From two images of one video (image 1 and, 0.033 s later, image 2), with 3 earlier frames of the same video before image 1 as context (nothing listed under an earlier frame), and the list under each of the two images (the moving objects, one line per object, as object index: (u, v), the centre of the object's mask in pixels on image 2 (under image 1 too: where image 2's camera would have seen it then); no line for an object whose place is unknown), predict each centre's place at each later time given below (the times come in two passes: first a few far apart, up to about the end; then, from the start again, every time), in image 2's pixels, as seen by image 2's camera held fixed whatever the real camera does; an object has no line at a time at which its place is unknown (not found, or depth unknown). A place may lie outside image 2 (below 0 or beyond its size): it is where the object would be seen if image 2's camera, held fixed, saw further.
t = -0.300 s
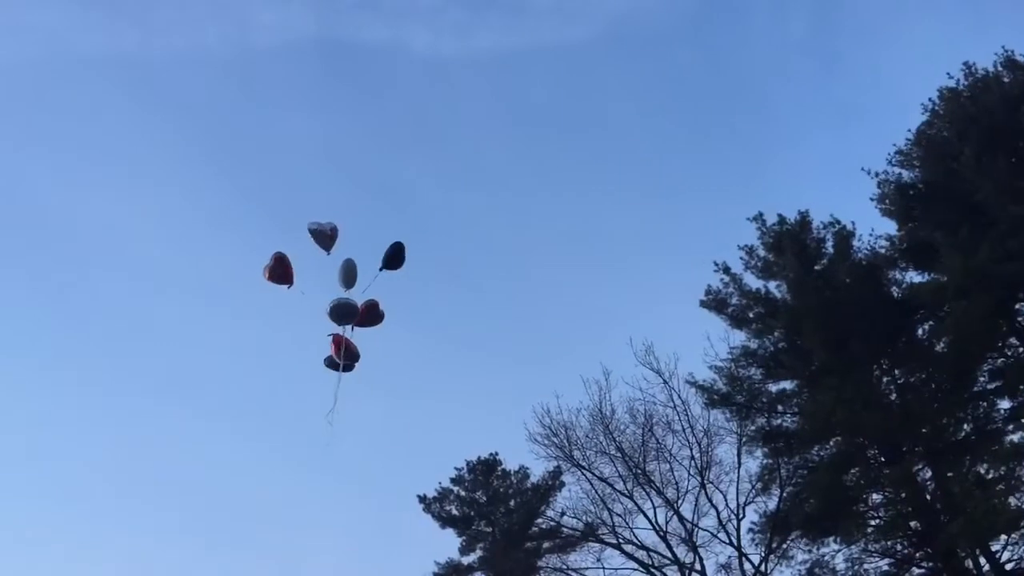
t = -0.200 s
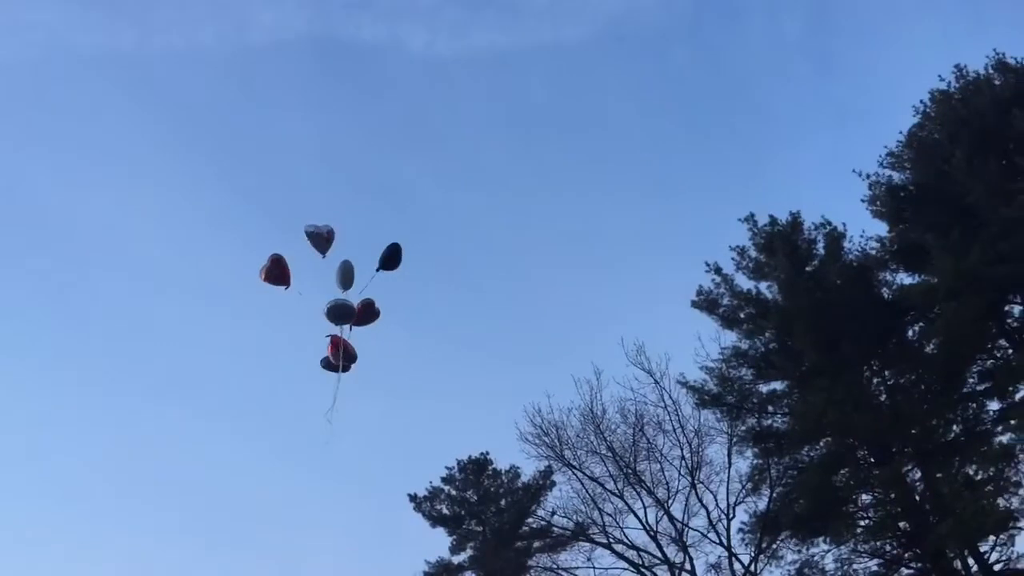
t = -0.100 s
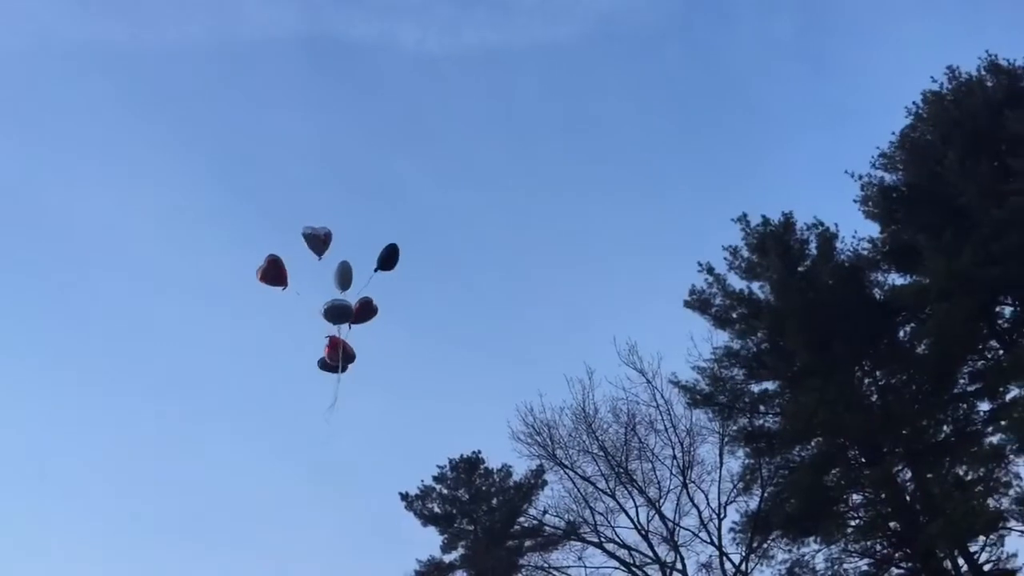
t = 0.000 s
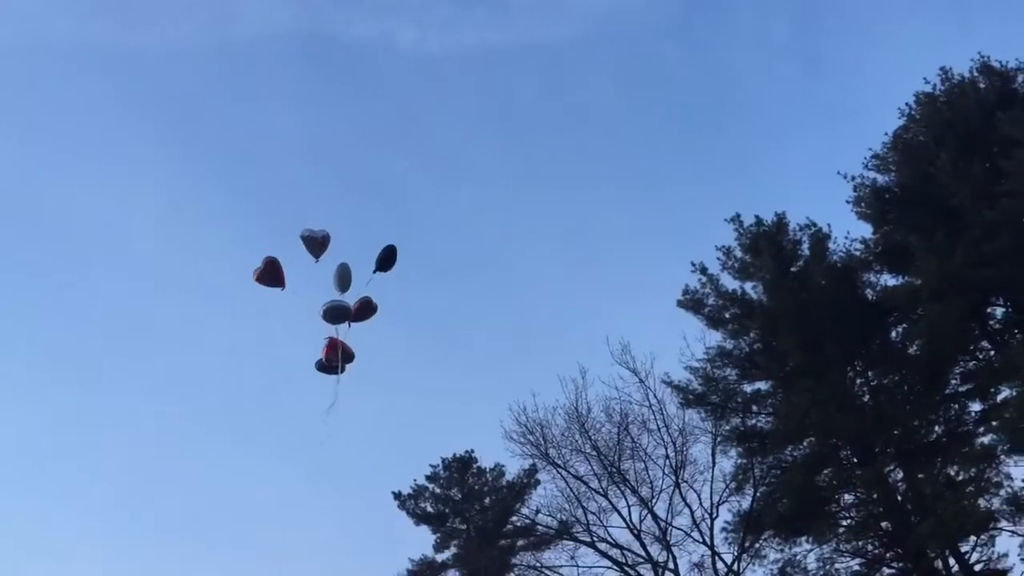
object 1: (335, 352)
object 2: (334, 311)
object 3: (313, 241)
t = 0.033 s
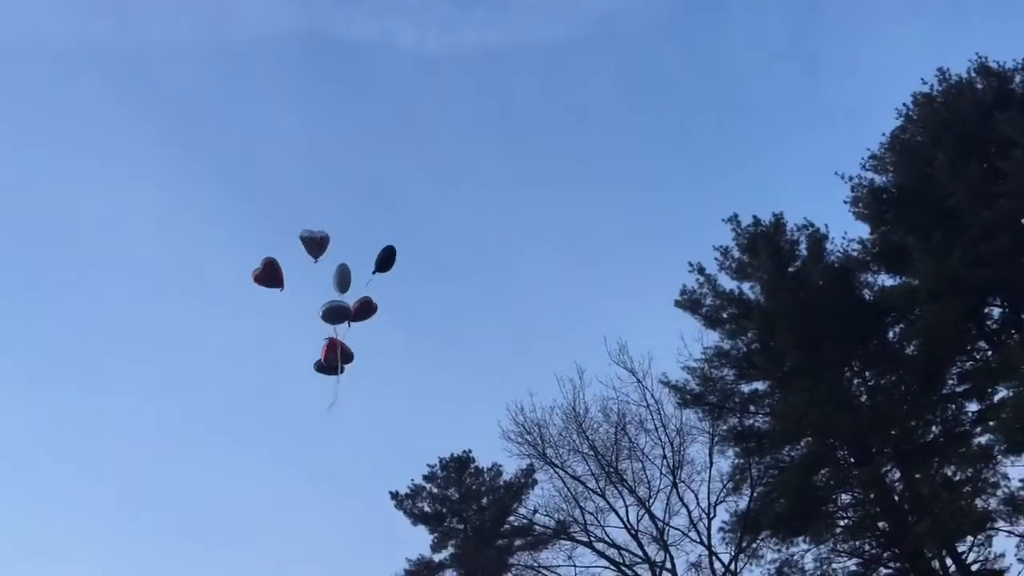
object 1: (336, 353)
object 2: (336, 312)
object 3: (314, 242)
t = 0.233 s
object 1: (344, 358)
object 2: (346, 315)
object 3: (323, 248)
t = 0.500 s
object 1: (353, 364)
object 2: (358, 319)
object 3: (337, 254)
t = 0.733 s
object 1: (361, 371)
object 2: (369, 323)
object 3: (350, 260)
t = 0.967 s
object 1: (368, 377)
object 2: (380, 329)
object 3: (366, 266)
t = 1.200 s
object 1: (376, 383)
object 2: (392, 337)
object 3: (382, 274)
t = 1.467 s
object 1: (391, 383)
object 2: (407, 352)
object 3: (400, 283)
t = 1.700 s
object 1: (405, 384)
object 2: (421, 365)
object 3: (414, 288)
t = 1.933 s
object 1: (435, 386)
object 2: (434, 373)
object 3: (428, 292)
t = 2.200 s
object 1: (459, 388)
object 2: (448, 378)
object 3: (443, 296)
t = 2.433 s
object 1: (476, 388)
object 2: (460, 376)
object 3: (455, 296)
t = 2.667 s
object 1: (491, 385)
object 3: (465, 296)
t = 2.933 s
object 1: (505, 377)
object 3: (479, 298)
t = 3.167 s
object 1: (513, 372)
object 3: (491, 300)
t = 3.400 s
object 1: (519, 368)
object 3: (501, 300)
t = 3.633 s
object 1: (528, 363)
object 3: (511, 301)
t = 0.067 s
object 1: (338, 353)
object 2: (337, 313)
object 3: (316, 244)
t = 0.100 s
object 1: (339, 354)
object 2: (339, 313)
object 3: (318, 244)
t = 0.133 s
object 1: (340, 355)
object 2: (340, 313)
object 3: (319, 245)
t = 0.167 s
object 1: (342, 356)
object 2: (342, 314)
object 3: (320, 246)
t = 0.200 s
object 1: (343, 357)
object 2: (344, 314)
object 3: (322, 247)
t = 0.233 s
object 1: (344, 358)
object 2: (346, 315)
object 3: (323, 248)
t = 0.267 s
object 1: (345, 358)
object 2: (347, 315)
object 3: (325, 249)
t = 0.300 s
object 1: (347, 359)
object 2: (349, 316)
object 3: (327, 249)
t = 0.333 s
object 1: (348, 360)
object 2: (351, 316)
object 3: (328, 250)
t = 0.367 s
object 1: (349, 361)
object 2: (352, 317)
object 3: (330, 251)
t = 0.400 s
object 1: (350, 362)
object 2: (354, 317)
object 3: (332, 251)
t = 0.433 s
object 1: (351, 362)
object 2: (355, 318)
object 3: (333, 252)
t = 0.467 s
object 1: (352, 363)
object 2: (357, 318)
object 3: (335, 253)
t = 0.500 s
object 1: (353, 364)
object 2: (358, 319)
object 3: (337, 254)
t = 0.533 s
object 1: (355, 365)
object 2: (360, 320)
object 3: (338, 254)
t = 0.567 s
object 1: (356, 366)
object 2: (361, 320)
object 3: (340, 255)
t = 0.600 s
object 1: (357, 367)
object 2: (363, 321)
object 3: (342, 256)
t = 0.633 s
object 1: (358, 368)
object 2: (364, 322)
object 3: (344, 257)
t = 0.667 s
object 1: (359, 369)
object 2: (366, 322)
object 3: (346, 258)
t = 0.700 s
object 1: (360, 370)
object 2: (367, 323)
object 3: (349, 259)
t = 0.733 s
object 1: (361, 371)
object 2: (369, 323)
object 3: (350, 260)
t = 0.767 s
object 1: (362, 372)
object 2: (370, 324)
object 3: (353, 261)
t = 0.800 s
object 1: (363, 373)
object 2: (372, 325)
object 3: (355, 262)
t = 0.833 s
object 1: (364, 374)
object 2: (373, 326)
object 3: (357, 263)
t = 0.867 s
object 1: (364, 375)
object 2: (375, 326)
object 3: (359, 264)
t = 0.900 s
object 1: (365, 376)
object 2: (376, 327)
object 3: (362, 264)
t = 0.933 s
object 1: (367, 377)
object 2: (378, 328)
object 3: (364, 265)
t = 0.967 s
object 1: (368, 377)
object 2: (380, 329)
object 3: (366, 266)
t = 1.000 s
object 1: (367, 380)
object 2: (381, 330)
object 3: (368, 268)
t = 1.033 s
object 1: (371, 380)
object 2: (383, 331)
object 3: (371, 269)
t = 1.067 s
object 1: (372, 380)
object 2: (385, 332)
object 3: (373, 270)
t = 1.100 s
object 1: (372, 381)
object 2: (386, 333)
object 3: (375, 271)
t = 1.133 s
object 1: (373, 382)
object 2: (388, 334)
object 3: (378, 272)
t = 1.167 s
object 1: (375, 382)
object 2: (390, 336)
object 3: (380, 273)
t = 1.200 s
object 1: (376, 383)
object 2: (392, 337)
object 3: (382, 274)
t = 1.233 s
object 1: (378, 383)
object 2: (393, 339)
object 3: (385, 275)
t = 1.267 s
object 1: (380, 383)
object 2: (395, 340)
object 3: (387, 276)
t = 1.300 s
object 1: (381, 384)
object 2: (397, 342)
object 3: (389, 277)
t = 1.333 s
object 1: (383, 384)
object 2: (399, 344)
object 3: (391, 279)
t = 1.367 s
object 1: (385, 384)
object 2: (401, 346)
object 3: (394, 280)
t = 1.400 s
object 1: (387, 383)
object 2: (403, 348)
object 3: (396, 281)
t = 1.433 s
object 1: (389, 383)
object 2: (405, 350)
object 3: (398, 282)
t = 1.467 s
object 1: (391, 383)
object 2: (407, 352)
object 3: (400, 283)
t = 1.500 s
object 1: (393, 383)
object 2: (409, 354)
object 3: (402, 284)
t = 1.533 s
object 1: (395, 383)
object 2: (411, 356)
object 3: (404, 284)
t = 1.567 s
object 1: (398, 383)
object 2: (413, 359)
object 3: (406, 285)
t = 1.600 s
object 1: (400, 383)
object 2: (415, 360)
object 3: (408, 286)
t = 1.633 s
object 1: (402, 383)
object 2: (417, 362)
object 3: (410, 287)
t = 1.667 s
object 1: (404, 384)
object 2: (419, 364)
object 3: (412, 288)
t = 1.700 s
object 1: (405, 384)
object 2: (421, 365)
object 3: (414, 288)
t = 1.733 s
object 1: (408, 384)
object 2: (423, 366)
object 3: (416, 288)
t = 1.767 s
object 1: (410, 385)
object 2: (425, 367)
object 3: (418, 289)
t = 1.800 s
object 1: (412, 385)
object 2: (427, 368)
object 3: (420, 290)
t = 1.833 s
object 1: (414, 386)
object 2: (429, 370)
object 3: (422, 290)
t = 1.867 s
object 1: (416, 386)
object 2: (431, 371)
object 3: (424, 291)
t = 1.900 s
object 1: (417, 387)
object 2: (433, 372)
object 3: (426, 291)
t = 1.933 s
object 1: (435, 386)
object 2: (434, 373)
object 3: (428, 292)
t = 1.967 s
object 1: (438, 386)
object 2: (436, 374)
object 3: (430, 292)
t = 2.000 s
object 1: (440, 386)
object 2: (438, 375)
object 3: (432, 293)
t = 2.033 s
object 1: (443, 387)
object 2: (440, 376)
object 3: (434, 294)
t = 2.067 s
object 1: (446, 386)
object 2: (441, 376)
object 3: (436, 294)
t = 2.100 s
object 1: (450, 387)
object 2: (442, 377)
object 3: (437, 295)
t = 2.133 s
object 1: (453, 387)
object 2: (444, 378)
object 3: (439, 295)
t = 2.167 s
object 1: (456, 388)
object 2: (446, 378)
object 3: (441, 296)
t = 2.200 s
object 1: (459, 388)
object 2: (448, 378)
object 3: (443, 296)
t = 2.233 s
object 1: (461, 388)
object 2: (449, 378)
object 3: (445, 296)
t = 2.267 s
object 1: (464, 388)
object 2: (451, 378)
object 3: (447, 296)
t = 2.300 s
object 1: (466, 388)
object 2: (453, 378)
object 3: (448, 296)
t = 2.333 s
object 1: (469, 388)
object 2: (455, 378)
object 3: (450, 296)
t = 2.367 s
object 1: (472, 388)
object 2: (456, 377)
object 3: (452, 296)
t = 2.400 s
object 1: (474, 388)
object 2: (458, 377)
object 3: (453, 296)
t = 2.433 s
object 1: (476, 388)
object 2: (460, 376)
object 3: (455, 296)
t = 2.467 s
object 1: (479, 388)
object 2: (462, 376)
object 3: (456, 296)
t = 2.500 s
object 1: (481, 388)
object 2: (463, 376)
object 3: (458, 296)
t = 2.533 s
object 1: (484, 387)
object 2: (466, 375)
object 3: (459, 296)
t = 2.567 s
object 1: (486, 387)
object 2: (467, 375)
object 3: (461, 296)
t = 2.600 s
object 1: (488, 386)
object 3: (462, 296)
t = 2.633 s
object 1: (490, 385)
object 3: (464, 296)
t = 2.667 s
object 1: (491, 385)
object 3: (465, 296)
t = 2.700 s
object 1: (493, 384)
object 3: (467, 297)
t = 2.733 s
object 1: (495, 383)
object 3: (469, 297)
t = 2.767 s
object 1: (497, 382)
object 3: (470, 297)
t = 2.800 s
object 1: (499, 381)
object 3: (472, 297)
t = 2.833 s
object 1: (500, 380)
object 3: (474, 297)
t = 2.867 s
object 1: (502, 379)
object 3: (476, 297)
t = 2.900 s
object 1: (503, 378)
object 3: (477, 298)
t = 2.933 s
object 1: (505, 377)
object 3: (479, 298)
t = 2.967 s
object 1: (506, 376)
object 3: (481, 298)
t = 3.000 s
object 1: (507, 375)
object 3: (482, 298)
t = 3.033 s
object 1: (508, 375)
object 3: (484, 299)
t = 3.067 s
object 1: (509, 374)
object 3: (486, 299)
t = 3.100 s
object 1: (510, 373)
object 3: (488, 299)
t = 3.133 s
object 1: (512, 373)
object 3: (489, 299)
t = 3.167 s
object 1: (513, 372)
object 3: (491, 300)
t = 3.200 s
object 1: (514, 371)
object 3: (492, 300)
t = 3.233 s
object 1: (515, 371)
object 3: (494, 300)
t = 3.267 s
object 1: (516, 370)
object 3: (496, 300)
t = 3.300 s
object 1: (516, 370)
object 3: (497, 300)
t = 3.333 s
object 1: (517, 370)
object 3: (498, 300)
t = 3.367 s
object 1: (518, 368)
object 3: (500, 300)
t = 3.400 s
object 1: (519, 368)
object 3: (501, 300)
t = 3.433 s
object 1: (520, 367)
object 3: (503, 300)
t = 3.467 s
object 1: (521, 367)
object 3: (504, 300)
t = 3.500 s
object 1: (522, 365)
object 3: (505, 301)
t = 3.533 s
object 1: (524, 366)
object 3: (507, 301)
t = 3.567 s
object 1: (525, 365)
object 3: (508, 301)
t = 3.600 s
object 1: (527, 364)
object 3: (510, 301)
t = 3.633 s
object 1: (528, 363)
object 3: (511, 301)
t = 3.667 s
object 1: (530, 363)
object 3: (512, 301)
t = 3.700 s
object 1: (532, 363)
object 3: (513, 301)
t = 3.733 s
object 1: (534, 362)
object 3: (515, 301)
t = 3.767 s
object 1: (535, 362)
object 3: (516, 301)
